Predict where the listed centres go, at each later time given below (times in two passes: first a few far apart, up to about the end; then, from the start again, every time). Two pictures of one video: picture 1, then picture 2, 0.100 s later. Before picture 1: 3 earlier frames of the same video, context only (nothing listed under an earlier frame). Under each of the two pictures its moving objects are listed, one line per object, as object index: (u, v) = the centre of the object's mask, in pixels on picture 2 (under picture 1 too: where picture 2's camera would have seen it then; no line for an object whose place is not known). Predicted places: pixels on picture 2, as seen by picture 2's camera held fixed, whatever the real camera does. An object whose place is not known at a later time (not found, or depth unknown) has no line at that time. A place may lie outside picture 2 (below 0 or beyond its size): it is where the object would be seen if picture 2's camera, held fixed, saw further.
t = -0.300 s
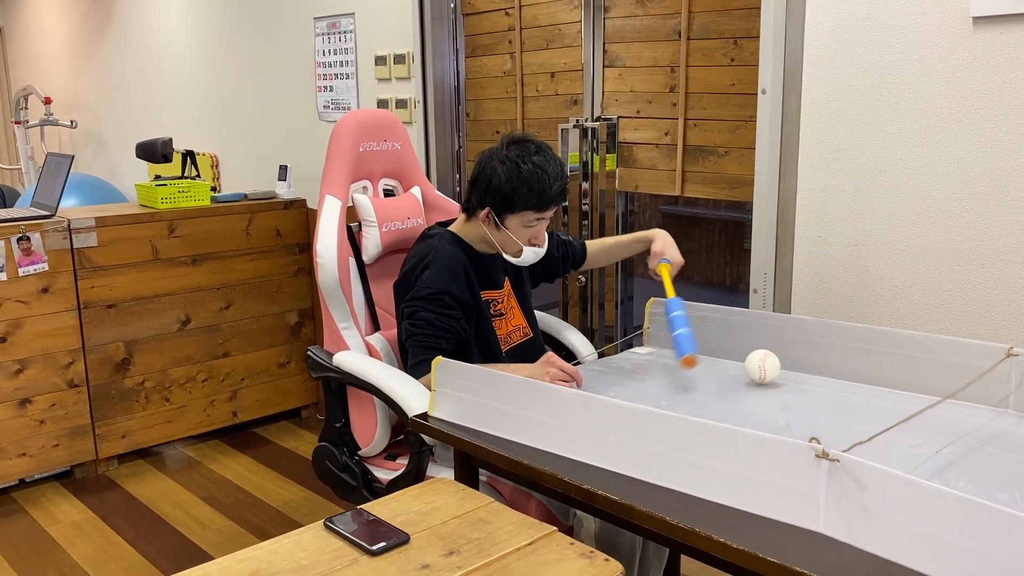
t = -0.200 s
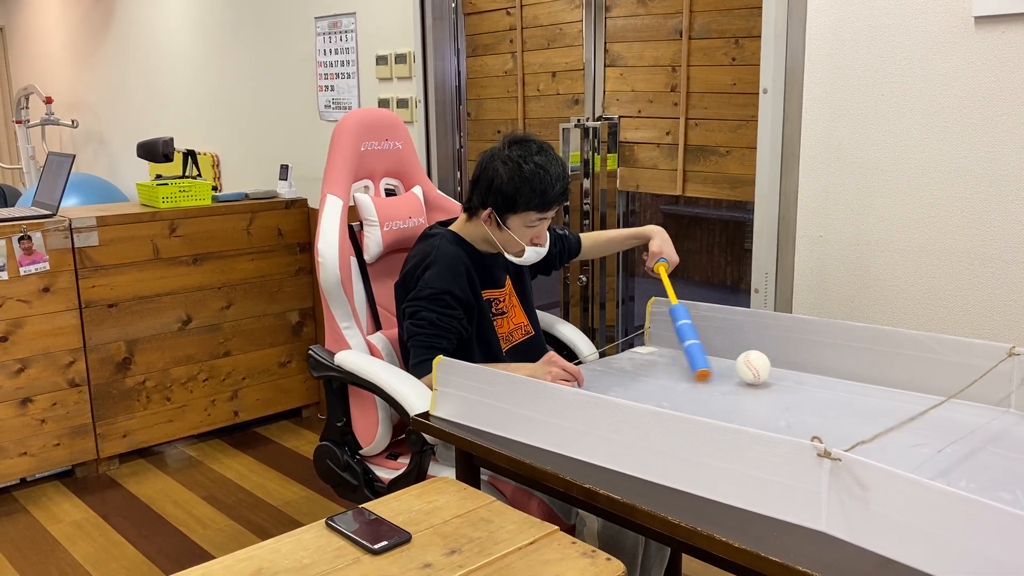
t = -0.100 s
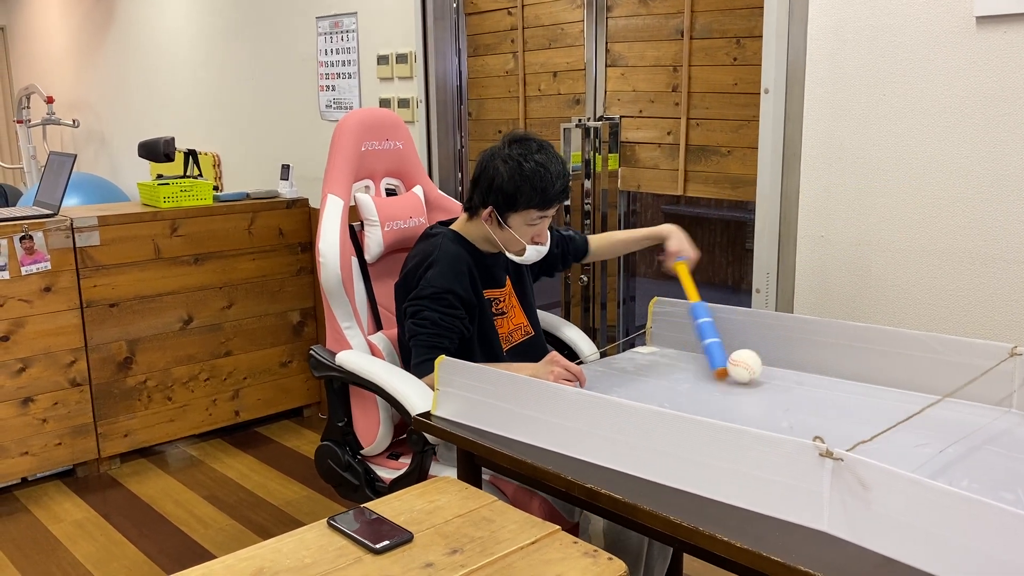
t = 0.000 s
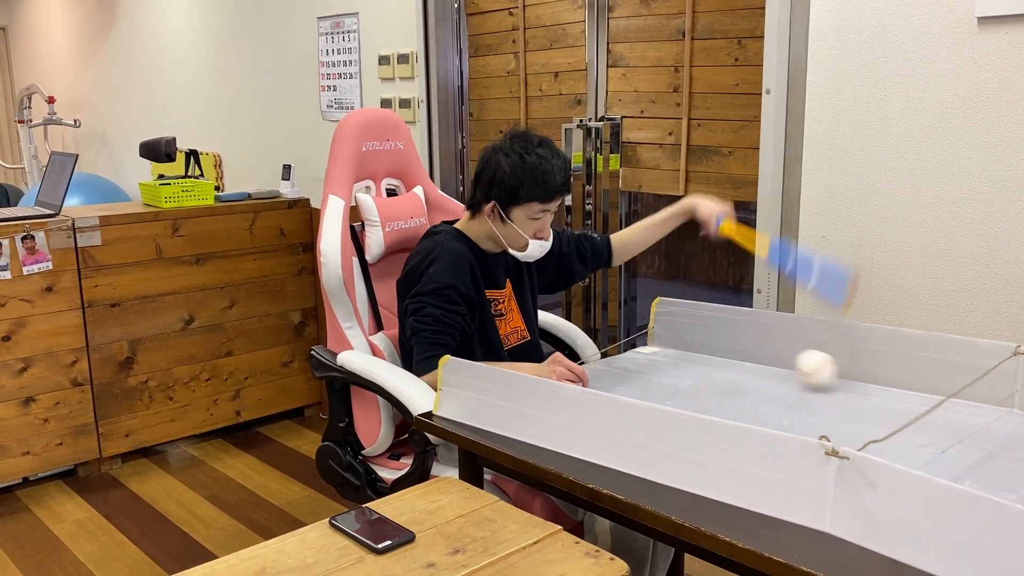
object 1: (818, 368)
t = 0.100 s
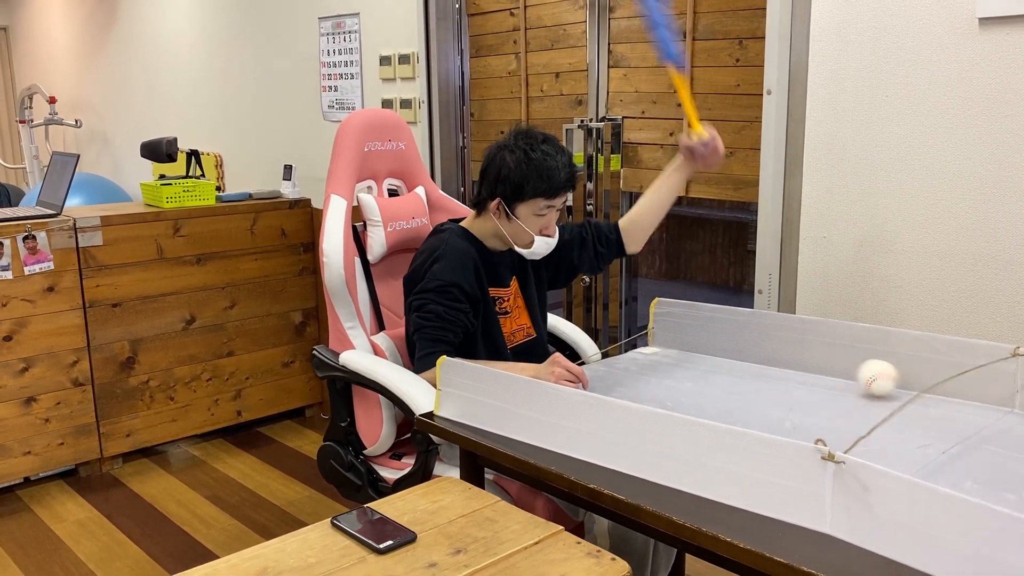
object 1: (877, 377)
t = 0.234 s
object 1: (944, 386)
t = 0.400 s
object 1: (1008, 398)
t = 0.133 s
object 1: (894, 380)
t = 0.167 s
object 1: (911, 382)
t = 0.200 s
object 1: (928, 384)
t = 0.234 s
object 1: (944, 386)
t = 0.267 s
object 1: (962, 388)
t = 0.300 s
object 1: (976, 391)
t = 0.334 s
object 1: (990, 393)
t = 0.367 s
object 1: (1002, 396)
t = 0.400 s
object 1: (1008, 398)
